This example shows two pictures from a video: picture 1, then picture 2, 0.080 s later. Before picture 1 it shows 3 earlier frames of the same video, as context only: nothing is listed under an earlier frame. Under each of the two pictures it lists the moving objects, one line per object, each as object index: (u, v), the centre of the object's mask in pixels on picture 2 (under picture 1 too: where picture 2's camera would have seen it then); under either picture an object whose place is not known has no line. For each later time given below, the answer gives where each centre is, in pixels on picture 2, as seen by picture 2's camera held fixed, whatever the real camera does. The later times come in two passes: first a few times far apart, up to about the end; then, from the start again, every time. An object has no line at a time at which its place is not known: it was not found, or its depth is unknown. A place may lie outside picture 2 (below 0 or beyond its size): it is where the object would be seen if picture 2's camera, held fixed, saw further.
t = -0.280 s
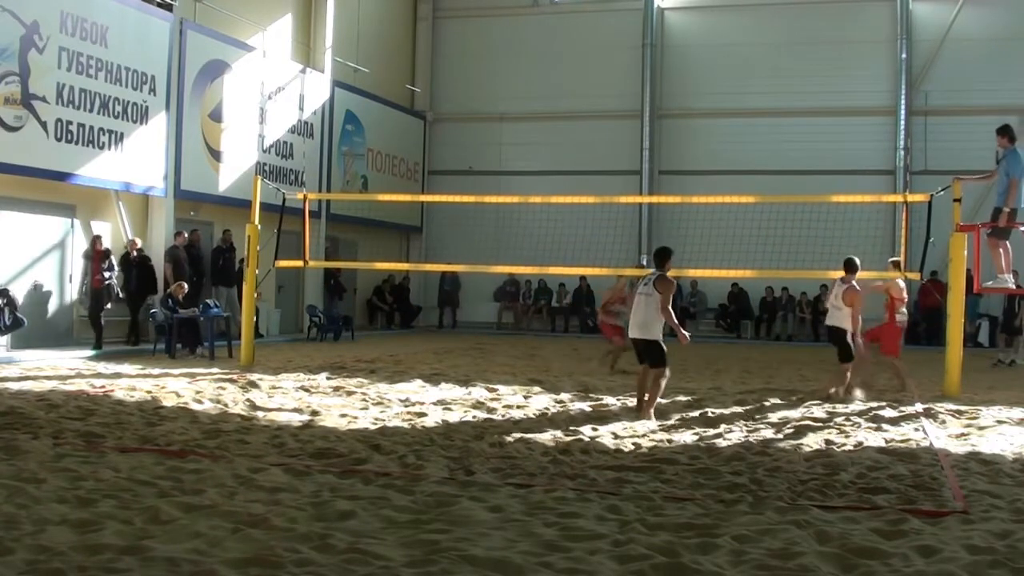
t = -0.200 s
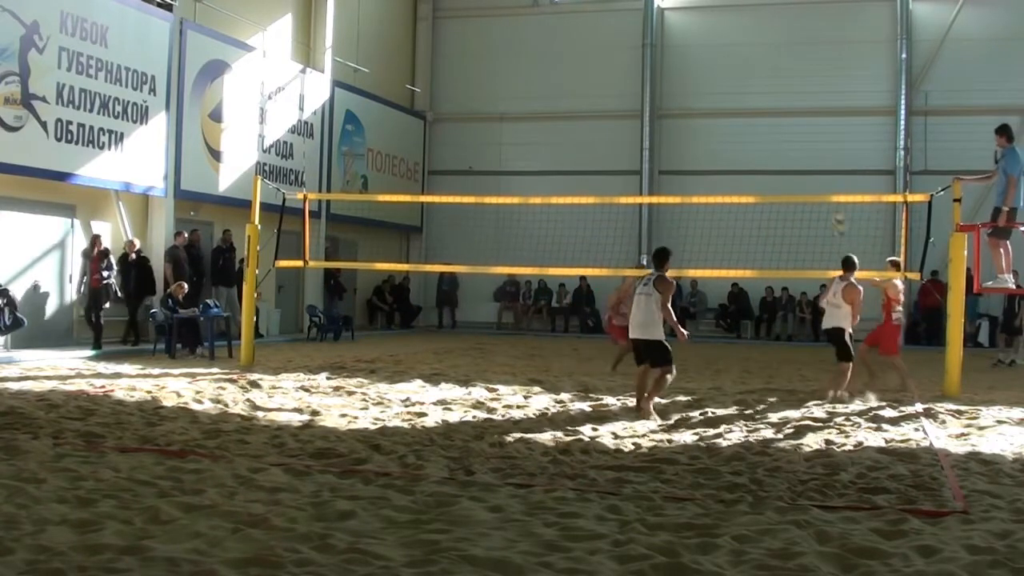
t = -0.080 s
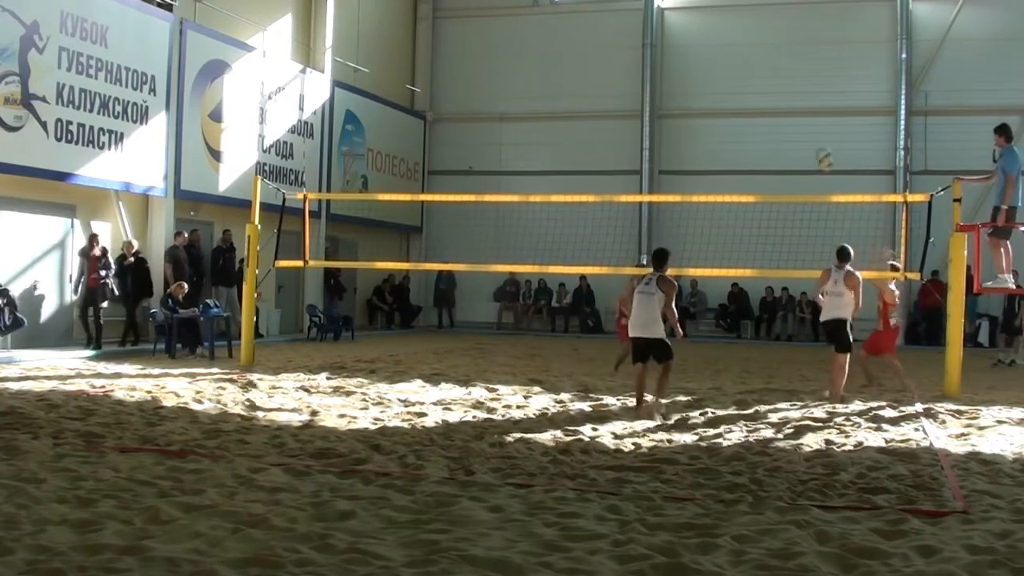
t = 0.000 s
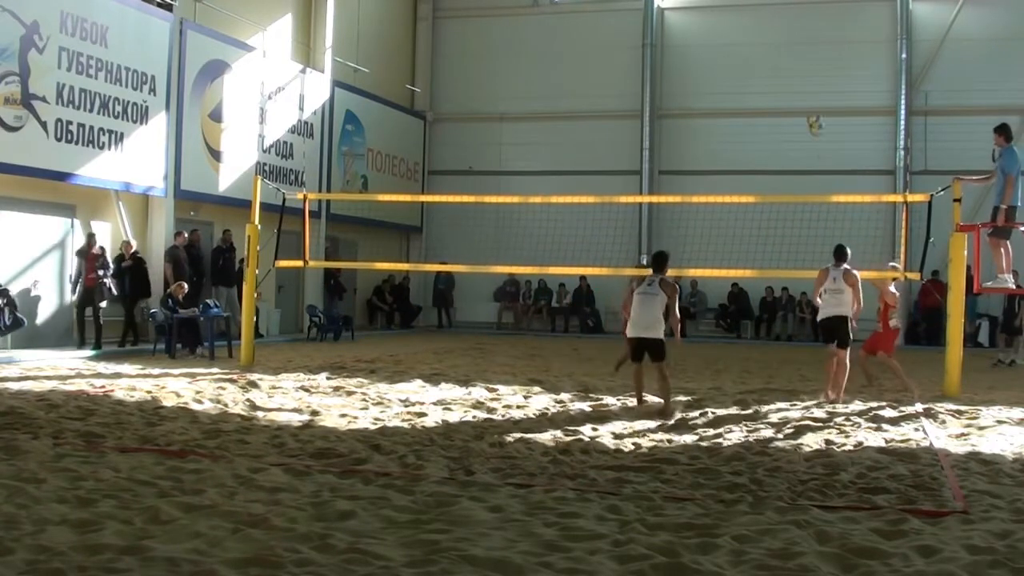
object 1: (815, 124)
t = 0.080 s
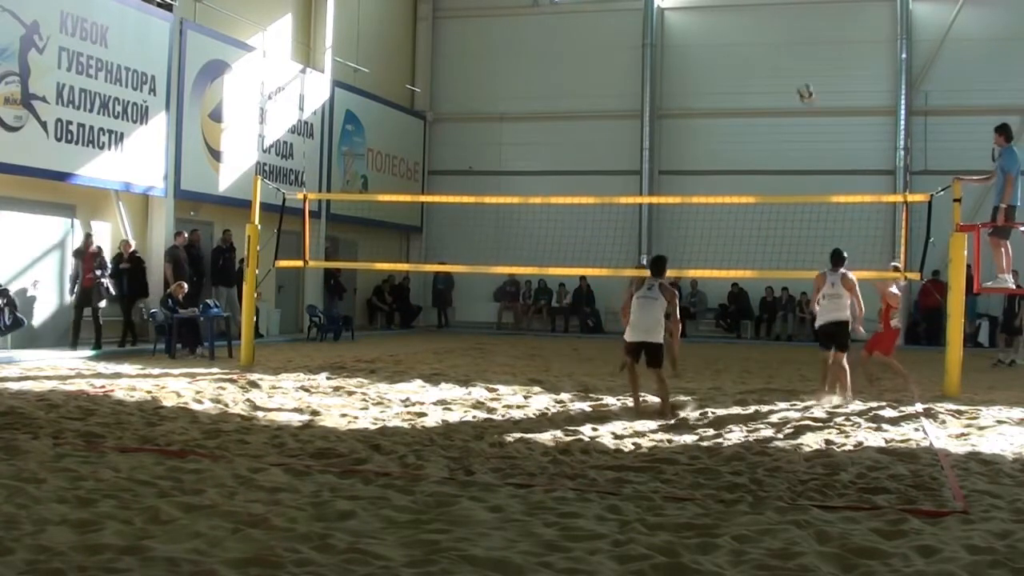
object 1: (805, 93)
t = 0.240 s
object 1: (787, 51)
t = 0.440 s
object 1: (766, 24)
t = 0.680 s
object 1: (738, 29)
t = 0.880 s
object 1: (717, 66)
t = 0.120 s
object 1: (801, 81)
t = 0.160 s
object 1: (797, 70)
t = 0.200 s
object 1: (792, 60)
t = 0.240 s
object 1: (787, 51)
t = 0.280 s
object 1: (783, 43)
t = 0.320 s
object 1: (779, 36)
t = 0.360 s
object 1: (774, 31)
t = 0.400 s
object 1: (770, 27)
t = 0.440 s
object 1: (766, 24)
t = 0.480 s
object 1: (761, 23)
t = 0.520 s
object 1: (757, 22)
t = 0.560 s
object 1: (753, 22)
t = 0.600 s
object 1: (748, 23)
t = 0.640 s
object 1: (743, 26)
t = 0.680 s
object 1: (738, 29)
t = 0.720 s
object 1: (734, 34)
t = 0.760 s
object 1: (730, 41)
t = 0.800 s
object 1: (725, 49)
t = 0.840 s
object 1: (721, 57)
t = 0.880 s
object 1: (717, 66)
